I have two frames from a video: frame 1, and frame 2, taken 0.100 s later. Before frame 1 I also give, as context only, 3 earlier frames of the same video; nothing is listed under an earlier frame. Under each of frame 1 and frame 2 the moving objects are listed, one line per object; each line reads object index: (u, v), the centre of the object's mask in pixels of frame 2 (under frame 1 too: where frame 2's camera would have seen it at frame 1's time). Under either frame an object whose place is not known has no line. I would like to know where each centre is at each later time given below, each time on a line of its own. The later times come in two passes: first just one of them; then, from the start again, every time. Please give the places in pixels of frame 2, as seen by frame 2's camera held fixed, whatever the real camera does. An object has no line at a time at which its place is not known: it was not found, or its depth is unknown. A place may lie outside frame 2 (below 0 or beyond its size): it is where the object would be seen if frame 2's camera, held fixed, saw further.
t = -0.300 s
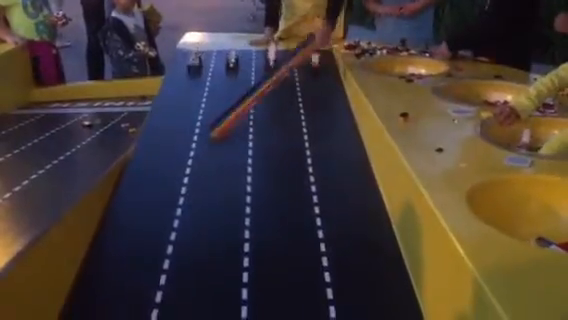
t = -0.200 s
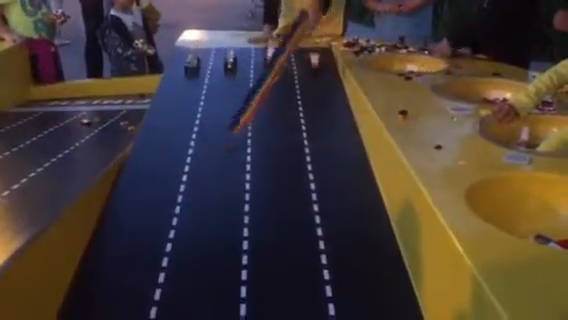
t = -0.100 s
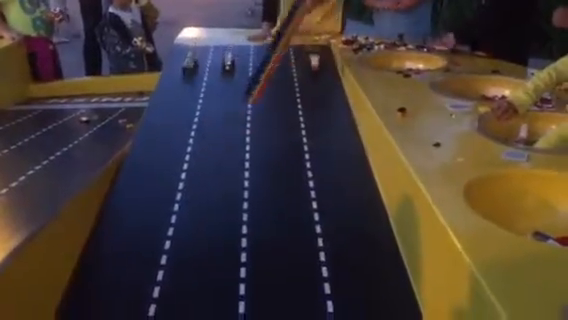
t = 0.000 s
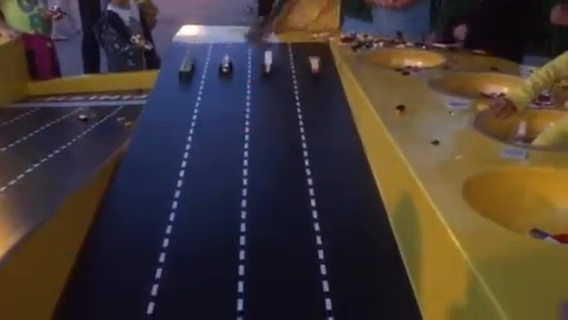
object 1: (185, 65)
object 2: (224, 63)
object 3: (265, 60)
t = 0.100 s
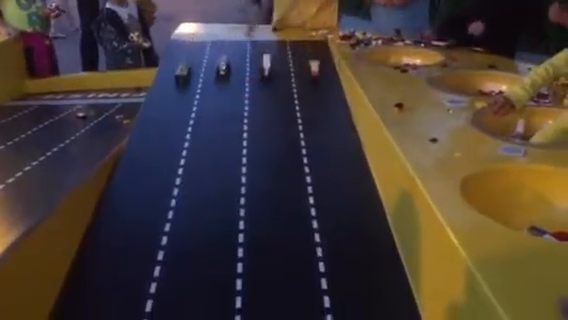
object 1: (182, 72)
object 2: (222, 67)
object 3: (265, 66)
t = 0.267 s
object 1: (179, 83)
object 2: (220, 78)
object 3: (265, 78)
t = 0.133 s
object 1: (182, 74)
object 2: (222, 70)
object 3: (265, 68)
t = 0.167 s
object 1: (181, 76)
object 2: (221, 72)
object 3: (265, 70)
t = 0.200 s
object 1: (180, 78)
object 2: (221, 74)
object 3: (265, 73)
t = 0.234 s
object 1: (180, 81)
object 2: (221, 77)
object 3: (266, 76)
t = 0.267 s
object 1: (179, 83)
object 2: (220, 78)
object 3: (265, 78)
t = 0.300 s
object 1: (178, 85)
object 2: (219, 82)
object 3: (265, 82)
